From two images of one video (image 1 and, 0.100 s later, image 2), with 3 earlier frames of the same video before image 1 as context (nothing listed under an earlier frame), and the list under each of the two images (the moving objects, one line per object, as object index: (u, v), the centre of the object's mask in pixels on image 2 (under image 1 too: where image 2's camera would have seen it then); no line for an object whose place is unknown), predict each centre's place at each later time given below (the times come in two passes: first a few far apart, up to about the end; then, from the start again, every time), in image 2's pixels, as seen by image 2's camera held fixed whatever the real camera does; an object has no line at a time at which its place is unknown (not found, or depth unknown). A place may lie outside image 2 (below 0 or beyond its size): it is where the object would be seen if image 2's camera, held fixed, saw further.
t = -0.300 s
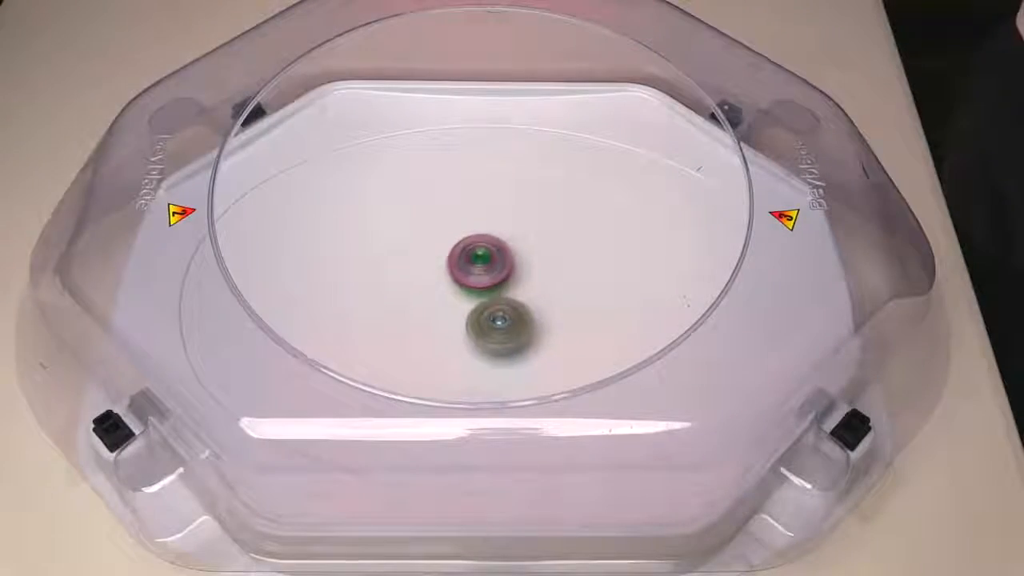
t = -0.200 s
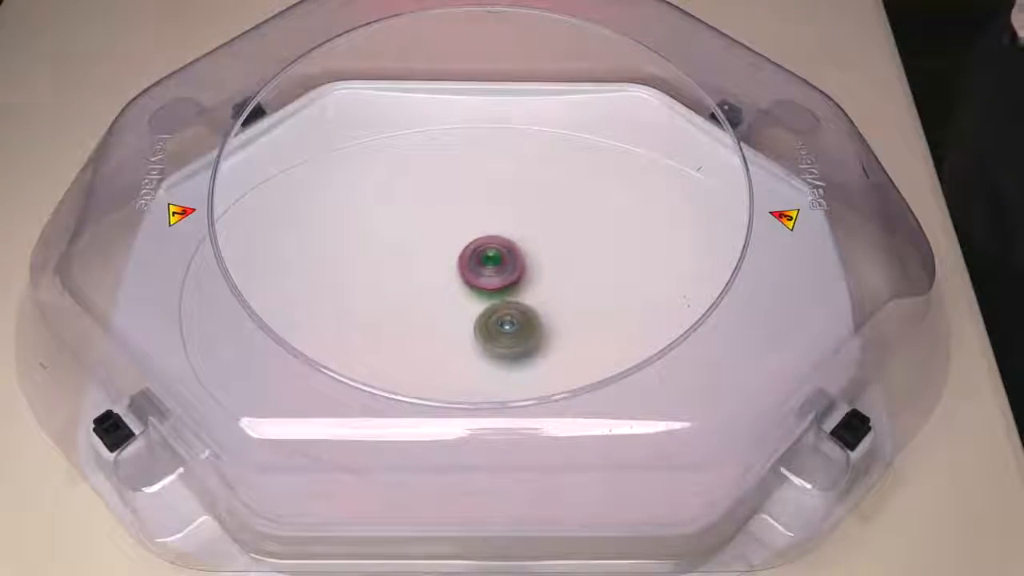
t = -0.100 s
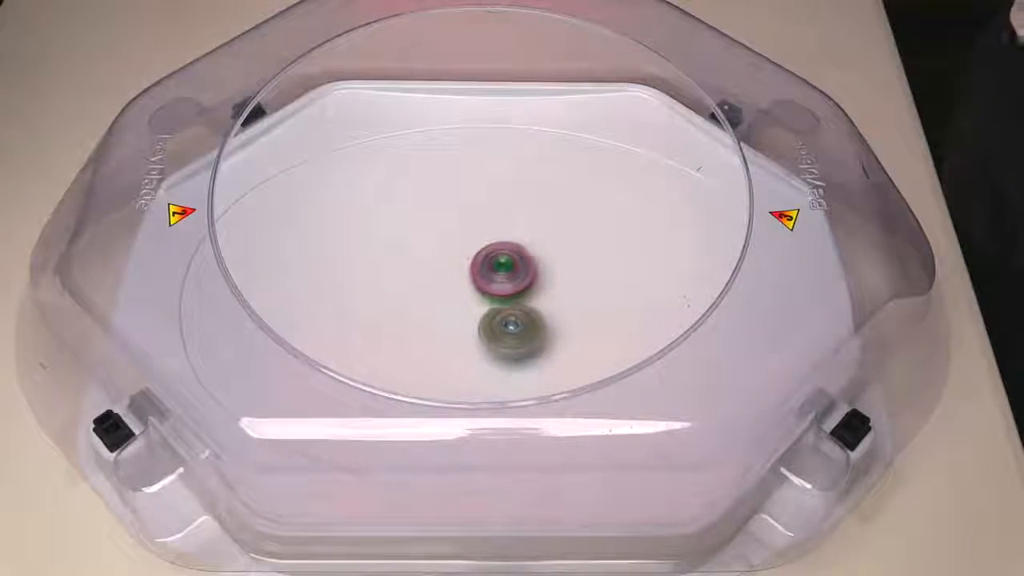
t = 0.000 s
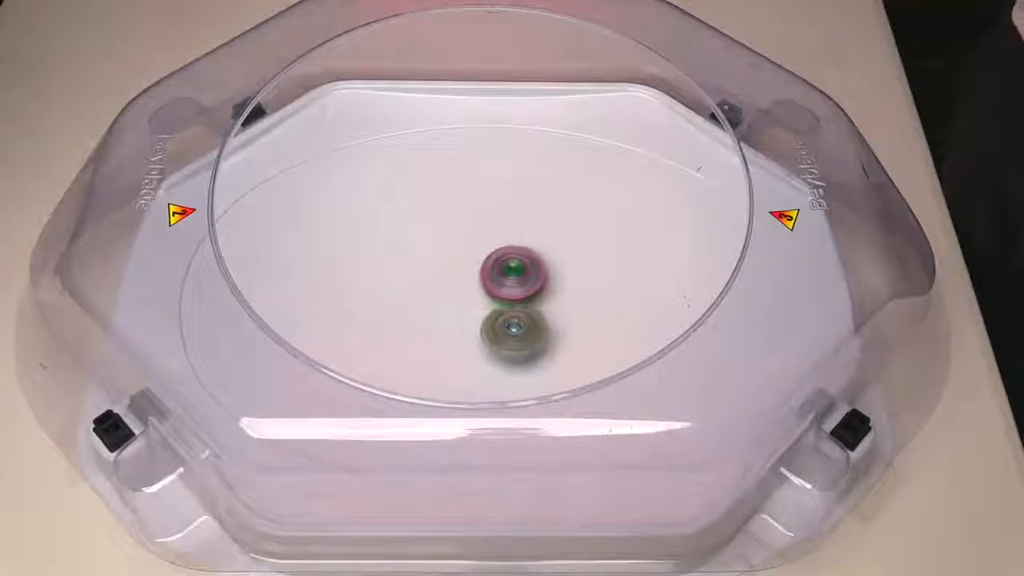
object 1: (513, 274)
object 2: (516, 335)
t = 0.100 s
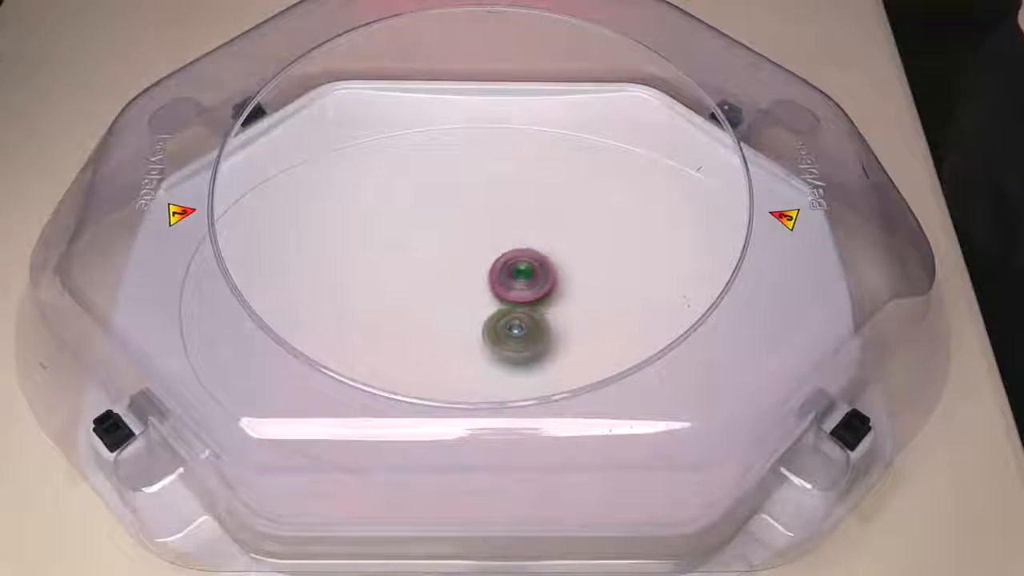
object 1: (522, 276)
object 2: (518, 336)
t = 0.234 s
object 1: (532, 278)
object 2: (516, 336)
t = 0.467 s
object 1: (543, 279)
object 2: (504, 333)
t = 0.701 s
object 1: (548, 286)
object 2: (482, 317)
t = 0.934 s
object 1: (549, 296)
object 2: (454, 291)
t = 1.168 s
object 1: (544, 305)
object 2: (433, 260)
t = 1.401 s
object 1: (531, 303)
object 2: (421, 237)
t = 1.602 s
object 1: (509, 296)
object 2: (422, 234)
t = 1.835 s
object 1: (472, 286)
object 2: (428, 243)
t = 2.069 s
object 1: (477, 314)
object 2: (425, 248)
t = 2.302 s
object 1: (491, 313)
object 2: (433, 272)
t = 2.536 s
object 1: (512, 308)
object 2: (437, 291)
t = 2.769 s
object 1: (517, 304)
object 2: (443, 312)
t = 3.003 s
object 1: (519, 299)
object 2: (455, 326)
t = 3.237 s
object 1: (527, 288)
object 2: (468, 328)
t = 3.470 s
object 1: (549, 269)
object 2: (454, 328)
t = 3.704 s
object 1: (555, 259)
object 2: (446, 313)
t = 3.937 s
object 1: (550, 263)
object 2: (443, 288)
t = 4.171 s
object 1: (535, 286)
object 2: (449, 266)
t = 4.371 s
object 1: (523, 309)
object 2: (461, 257)
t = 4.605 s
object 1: (516, 318)
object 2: (474, 261)
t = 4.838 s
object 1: (514, 321)
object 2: (493, 263)
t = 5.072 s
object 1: (513, 325)
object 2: (493, 252)
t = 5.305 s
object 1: (506, 316)
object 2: (494, 253)
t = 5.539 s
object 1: (492, 307)
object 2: (491, 249)
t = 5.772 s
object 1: (470, 305)
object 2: (490, 250)
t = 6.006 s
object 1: (450, 304)
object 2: (500, 259)
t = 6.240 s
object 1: (421, 299)
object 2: (528, 273)
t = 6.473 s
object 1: (400, 289)
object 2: (545, 296)
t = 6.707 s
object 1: (397, 274)
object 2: (542, 320)
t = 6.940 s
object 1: (413, 268)
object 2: (523, 324)
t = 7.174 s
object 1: (444, 270)
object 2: (503, 309)
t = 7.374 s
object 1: (456, 269)
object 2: (513, 307)
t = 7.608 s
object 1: (461, 265)
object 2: (544, 319)
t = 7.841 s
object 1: (480, 275)
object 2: (551, 323)
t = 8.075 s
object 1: (487, 284)
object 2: (554, 321)
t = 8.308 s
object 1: (478, 283)
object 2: (556, 317)
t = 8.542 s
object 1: (474, 280)
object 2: (548, 304)
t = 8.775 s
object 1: (472, 279)
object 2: (543, 284)
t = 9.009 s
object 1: (473, 277)
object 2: (546, 271)
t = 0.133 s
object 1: (525, 277)
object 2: (518, 336)
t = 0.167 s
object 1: (528, 277)
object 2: (518, 336)
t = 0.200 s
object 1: (530, 277)
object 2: (517, 336)
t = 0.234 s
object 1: (532, 278)
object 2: (516, 336)
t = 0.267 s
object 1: (534, 278)
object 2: (514, 336)
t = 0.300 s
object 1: (535, 278)
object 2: (514, 336)
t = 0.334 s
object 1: (537, 279)
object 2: (513, 335)
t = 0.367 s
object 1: (538, 280)
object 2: (512, 335)
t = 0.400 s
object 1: (540, 279)
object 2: (508, 334)
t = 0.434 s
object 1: (541, 278)
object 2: (506, 334)
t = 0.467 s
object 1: (543, 279)
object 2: (504, 333)
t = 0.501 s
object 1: (544, 279)
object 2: (502, 332)
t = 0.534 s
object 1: (544, 280)
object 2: (499, 330)
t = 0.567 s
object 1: (544, 282)
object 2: (496, 327)
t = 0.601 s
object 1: (544, 283)
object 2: (494, 325)
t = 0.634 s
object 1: (546, 284)
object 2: (491, 323)
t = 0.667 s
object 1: (547, 285)
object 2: (485, 320)
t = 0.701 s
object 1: (548, 286)
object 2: (482, 317)
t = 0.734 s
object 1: (549, 288)
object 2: (479, 315)
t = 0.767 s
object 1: (549, 289)
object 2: (475, 311)
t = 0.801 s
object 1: (550, 290)
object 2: (470, 308)
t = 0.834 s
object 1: (550, 292)
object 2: (466, 305)
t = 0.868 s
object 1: (550, 293)
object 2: (461, 299)
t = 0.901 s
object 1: (549, 295)
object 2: (457, 295)
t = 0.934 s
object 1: (549, 296)
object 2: (454, 291)
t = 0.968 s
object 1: (549, 298)
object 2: (449, 286)
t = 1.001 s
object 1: (548, 299)
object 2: (447, 282)
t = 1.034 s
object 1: (548, 300)
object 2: (444, 278)
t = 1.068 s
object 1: (546, 302)
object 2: (440, 273)
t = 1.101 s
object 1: (546, 303)
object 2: (438, 268)
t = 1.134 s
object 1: (545, 304)
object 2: (436, 265)
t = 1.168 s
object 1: (544, 305)
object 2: (433, 260)
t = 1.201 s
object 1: (543, 305)
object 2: (430, 256)
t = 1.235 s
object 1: (542, 305)
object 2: (428, 253)
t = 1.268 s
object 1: (540, 305)
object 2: (426, 249)
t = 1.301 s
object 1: (538, 305)
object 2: (424, 245)
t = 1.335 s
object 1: (536, 304)
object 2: (423, 242)
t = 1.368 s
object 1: (533, 304)
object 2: (422, 239)
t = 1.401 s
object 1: (531, 303)
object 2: (421, 237)
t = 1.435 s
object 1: (529, 302)
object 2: (421, 236)
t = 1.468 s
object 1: (525, 301)
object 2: (421, 234)
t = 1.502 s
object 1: (521, 299)
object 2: (421, 234)
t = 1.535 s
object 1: (518, 298)
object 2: (422, 234)
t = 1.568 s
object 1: (513, 297)
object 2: (421, 233)
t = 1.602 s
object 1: (509, 296)
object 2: (422, 234)
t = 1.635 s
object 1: (504, 294)
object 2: (421, 233)
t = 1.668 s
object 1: (498, 293)
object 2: (423, 235)
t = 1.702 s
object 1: (493, 291)
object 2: (423, 235)
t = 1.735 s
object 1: (488, 291)
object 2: (424, 237)
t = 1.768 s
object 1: (482, 289)
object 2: (426, 239)
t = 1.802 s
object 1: (477, 287)
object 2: (427, 241)
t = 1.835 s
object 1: (472, 286)
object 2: (428, 243)
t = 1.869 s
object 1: (471, 289)
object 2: (428, 242)
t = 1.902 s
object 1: (471, 294)
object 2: (426, 239)
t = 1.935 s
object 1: (471, 298)
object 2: (425, 240)
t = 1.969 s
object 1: (472, 304)
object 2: (425, 241)
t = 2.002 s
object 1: (474, 308)
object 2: (425, 243)
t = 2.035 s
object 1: (474, 311)
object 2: (424, 245)
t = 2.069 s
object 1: (477, 314)
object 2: (425, 248)
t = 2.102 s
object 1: (479, 315)
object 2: (426, 251)
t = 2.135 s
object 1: (482, 315)
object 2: (427, 255)
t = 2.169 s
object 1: (483, 315)
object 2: (427, 258)
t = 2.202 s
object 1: (485, 314)
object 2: (428, 261)
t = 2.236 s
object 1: (486, 314)
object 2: (430, 265)
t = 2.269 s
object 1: (489, 313)
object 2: (431, 268)
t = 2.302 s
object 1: (491, 313)
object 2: (433, 272)
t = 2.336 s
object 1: (493, 312)
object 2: (436, 277)
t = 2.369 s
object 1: (494, 312)
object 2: (436, 278)
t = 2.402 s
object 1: (498, 312)
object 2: (434, 279)
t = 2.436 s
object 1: (503, 312)
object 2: (434, 282)
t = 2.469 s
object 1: (507, 311)
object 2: (435, 285)
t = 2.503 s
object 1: (510, 309)
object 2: (435, 288)
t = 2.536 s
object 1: (512, 308)
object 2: (437, 291)
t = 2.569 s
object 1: (513, 307)
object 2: (437, 294)
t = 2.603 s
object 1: (514, 307)
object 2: (437, 296)
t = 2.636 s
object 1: (514, 305)
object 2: (438, 299)
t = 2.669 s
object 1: (515, 305)
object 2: (439, 303)
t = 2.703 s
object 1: (516, 305)
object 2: (440, 305)
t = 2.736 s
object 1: (517, 304)
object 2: (442, 310)
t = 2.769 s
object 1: (517, 304)
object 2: (443, 312)
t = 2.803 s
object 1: (517, 303)
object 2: (444, 314)
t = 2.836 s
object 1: (517, 302)
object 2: (445, 317)
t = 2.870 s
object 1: (518, 301)
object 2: (447, 319)
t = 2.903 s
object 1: (518, 300)
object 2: (449, 321)
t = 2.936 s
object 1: (518, 300)
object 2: (451, 323)
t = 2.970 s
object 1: (519, 299)
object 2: (453, 325)
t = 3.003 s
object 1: (519, 299)
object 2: (455, 326)
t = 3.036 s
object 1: (522, 297)
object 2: (456, 327)
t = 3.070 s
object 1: (524, 295)
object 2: (458, 328)
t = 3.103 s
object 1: (525, 294)
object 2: (459, 329)
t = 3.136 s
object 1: (526, 292)
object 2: (461, 330)
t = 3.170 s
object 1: (527, 291)
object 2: (463, 329)
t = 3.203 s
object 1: (527, 290)
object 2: (465, 329)
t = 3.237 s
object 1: (527, 288)
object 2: (468, 328)
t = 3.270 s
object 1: (527, 288)
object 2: (469, 328)
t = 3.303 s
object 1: (527, 286)
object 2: (472, 327)
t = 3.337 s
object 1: (527, 285)
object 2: (474, 325)
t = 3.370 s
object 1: (533, 282)
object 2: (466, 326)
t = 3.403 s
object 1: (540, 278)
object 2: (459, 328)
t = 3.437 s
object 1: (546, 272)
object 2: (456, 328)
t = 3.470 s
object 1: (549, 269)
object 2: (454, 328)
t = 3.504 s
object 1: (552, 265)
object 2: (453, 327)
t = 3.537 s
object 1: (554, 262)
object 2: (451, 325)
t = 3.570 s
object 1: (555, 260)
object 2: (450, 323)
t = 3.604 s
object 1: (555, 259)
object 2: (450, 321)
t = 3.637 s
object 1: (555, 258)
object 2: (448, 318)
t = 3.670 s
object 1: (555, 258)
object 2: (447, 315)
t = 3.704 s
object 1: (555, 259)
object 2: (446, 313)
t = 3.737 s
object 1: (555, 258)
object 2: (444, 309)
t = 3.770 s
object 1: (555, 259)
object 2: (444, 307)
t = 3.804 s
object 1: (555, 259)
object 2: (443, 303)
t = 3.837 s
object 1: (555, 260)
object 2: (443, 299)
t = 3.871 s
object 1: (553, 260)
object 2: (442, 295)
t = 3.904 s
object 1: (553, 261)
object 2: (442, 292)
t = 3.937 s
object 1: (550, 263)
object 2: (443, 288)
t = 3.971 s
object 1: (548, 265)
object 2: (443, 284)
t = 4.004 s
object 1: (545, 267)
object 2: (443, 282)
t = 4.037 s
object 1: (542, 272)
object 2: (444, 277)
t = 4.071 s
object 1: (541, 275)
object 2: (445, 274)
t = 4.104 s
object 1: (539, 279)
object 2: (447, 271)
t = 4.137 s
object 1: (537, 283)
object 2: (448, 268)
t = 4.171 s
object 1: (535, 286)
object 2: (449, 266)
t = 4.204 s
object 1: (533, 290)
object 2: (451, 263)
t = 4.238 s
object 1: (530, 295)
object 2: (453, 261)
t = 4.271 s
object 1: (528, 298)
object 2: (454, 259)
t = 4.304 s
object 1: (527, 302)
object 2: (456, 258)
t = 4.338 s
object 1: (525, 307)
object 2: (459, 257)
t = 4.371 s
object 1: (523, 309)
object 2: (461, 257)
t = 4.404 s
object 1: (522, 312)
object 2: (463, 257)
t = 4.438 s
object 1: (521, 315)
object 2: (465, 257)
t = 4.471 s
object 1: (520, 317)
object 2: (466, 257)
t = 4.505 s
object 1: (518, 317)
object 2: (468, 257)
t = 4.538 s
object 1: (517, 318)
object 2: (470, 259)
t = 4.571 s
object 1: (517, 318)
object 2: (472, 260)
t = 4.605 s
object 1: (516, 318)
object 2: (474, 261)
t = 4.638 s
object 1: (516, 318)
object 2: (478, 265)
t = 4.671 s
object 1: (516, 318)
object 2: (481, 269)
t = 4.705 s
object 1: (514, 317)
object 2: (483, 268)
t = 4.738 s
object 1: (515, 318)
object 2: (486, 268)
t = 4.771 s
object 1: (515, 318)
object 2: (488, 267)
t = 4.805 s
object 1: (515, 318)
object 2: (489, 268)
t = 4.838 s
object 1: (514, 321)
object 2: (493, 263)
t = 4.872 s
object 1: (513, 325)
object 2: (494, 257)
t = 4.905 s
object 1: (513, 328)
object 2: (495, 253)
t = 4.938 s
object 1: (514, 329)
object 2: (495, 251)
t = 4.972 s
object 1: (514, 329)
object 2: (494, 251)
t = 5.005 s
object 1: (514, 329)
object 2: (494, 251)
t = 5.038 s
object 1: (513, 327)
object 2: (493, 251)
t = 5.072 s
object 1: (513, 325)
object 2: (493, 252)
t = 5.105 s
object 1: (512, 324)
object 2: (493, 253)
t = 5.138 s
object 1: (512, 321)
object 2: (493, 253)
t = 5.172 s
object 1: (511, 319)
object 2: (493, 255)
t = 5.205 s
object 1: (510, 317)
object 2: (493, 257)
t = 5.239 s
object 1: (508, 313)
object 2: (493, 260)
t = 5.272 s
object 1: (507, 315)
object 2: (494, 256)
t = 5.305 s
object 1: (506, 316)
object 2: (494, 253)
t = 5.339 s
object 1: (505, 314)
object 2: (493, 252)
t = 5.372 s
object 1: (504, 312)
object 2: (493, 251)
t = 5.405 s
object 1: (503, 310)
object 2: (492, 251)
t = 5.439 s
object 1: (501, 307)
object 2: (491, 252)
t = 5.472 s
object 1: (498, 306)
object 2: (491, 251)
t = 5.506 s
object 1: (494, 307)
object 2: (491, 249)
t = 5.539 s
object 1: (492, 307)
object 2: (491, 249)
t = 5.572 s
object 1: (488, 306)
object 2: (490, 248)
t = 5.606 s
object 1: (485, 305)
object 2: (490, 249)
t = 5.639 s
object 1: (481, 304)
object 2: (490, 249)
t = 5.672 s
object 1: (478, 306)
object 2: (490, 249)
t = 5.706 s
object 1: (475, 306)
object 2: (490, 249)
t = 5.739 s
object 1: (472, 306)
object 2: (490, 249)
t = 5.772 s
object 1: (470, 305)
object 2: (490, 250)
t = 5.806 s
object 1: (466, 304)
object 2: (491, 252)
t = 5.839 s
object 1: (464, 303)
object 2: (492, 253)
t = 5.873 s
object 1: (460, 305)
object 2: (494, 253)
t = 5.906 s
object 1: (456, 306)
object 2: (496, 254)
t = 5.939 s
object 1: (454, 306)
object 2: (497, 255)
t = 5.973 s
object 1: (453, 305)
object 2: (498, 256)
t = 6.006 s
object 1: (450, 304)
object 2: (500, 259)
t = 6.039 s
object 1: (449, 303)
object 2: (501, 261)
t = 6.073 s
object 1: (447, 302)
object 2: (502, 263)
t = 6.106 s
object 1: (445, 300)
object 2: (503, 266)
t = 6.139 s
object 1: (445, 299)
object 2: (504, 269)
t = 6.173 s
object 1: (443, 298)
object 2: (505, 271)
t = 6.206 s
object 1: (429, 299)
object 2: (520, 272)
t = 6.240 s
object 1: (421, 299)
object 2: (528, 273)
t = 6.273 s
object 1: (416, 299)
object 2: (532, 275)
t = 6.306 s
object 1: (412, 298)
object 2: (536, 278)
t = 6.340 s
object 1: (409, 297)
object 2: (539, 281)
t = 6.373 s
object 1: (407, 295)
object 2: (540, 285)
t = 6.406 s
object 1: (403, 293)
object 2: (542, 289)
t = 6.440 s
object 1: (401, 290)
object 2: (544, 292)
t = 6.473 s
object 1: (400, 289)
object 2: (545, 296)
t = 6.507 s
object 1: (398, 286)
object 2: (546, 301)
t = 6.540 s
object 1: (397, 284)
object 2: (546, 304)
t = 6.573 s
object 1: (396, 283)
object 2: (546, 308)
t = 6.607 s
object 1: (396, 280)
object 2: (545, 312)
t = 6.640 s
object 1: (396, 278)
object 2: (545, 315)
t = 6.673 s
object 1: (396, 276)
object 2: (544, 317)
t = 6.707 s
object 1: (397, 274)
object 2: (542, 320)
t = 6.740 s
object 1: (398, 273)
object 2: (541, 322)
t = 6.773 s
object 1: (400, 271)
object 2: (538, 323)
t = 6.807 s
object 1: (402, 270)
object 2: (535, 325)
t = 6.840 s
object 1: (404, 269)
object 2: (532, 326)
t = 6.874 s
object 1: (407, 268)
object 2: (530, 325)
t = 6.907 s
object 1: (410, 268)
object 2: (526, 325)
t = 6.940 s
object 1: (413, 268)
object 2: (523, 324)
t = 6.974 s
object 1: (417, 267)
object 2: (519, 323)
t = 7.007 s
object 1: (422, 268)
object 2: (516, 320)
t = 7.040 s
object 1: (426, 268)
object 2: (513, 318)
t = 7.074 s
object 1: (430, 269)
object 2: (509, 316)
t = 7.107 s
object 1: (436, 270)
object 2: (507, 313)
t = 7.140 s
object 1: (442, 271)
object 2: (504, 310)
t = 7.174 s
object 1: (444, 270)
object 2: (503, 309)
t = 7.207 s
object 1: (444, 267)
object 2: (508, 311)
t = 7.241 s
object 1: (445, 266)
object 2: (509, 311)
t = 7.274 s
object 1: (448, 266)
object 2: (510, 311)
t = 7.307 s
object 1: (450, 268)
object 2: (510, 308)
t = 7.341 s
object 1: (453, 269)
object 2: (512, 307)
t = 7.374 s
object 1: (456, 269)
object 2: (513, 307)
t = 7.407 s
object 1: (455, 264)
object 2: (521, 312)
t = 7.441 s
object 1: (454, 263)
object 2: (527, 314)
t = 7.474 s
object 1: (454, 263)
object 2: (532, 315)
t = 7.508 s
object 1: (456, 263)
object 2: (536, 316)
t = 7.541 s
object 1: (457, 263)
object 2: (539, 317)
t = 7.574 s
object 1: (459, 264)
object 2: (541, 318)
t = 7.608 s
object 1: (461, 265)
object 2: (544, 319)
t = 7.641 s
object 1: (463, 266)
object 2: (546, 320)
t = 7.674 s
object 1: (465, 267)
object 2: (548, 321)
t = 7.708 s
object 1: (469, 268)
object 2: (550, 321)
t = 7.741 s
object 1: (471, 270)
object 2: (551, 322)
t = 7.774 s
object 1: (473, 271)
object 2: (551, 322)
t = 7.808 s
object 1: (477, 273)
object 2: (551, 322)
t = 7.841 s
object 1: (480, 275)
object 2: (551, 323)
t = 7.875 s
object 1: (482, 277)
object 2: (552, 323)
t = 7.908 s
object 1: (485, 279)
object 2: (551, 322)
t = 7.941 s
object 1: (487, 281)
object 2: (550, 321)
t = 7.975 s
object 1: (489, 283)
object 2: (551, 320)
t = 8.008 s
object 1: (489, 284)
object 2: (551, 320)
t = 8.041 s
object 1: (490, 285)
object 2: (552, 320)
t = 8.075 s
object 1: (487, 284)
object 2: (554, 321)
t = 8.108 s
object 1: (484, 284)
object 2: (556, 321)
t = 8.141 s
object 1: (483, 284)
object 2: (557, 320)
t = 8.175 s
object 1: (482, 284)
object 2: (558, 320)
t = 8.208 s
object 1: (481, 283)
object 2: (558, 319)
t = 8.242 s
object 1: (480, 283)
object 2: (557, 319)
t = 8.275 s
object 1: (480, 283)
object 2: (557, 318)
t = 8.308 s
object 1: (478, 283)
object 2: (556, 317)
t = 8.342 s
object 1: (478, 282)
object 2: (555, 316)
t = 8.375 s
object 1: (477, 282)
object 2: (554, 315)
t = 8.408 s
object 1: (476, 281)
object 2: (553, 313)
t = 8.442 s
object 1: (475, 281)
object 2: (552, 311)
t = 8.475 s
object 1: (474, 281)
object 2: (551, 308)
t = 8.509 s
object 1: (474, 281)
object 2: (550, 306)
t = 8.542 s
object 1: (474, 280)
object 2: (548, 304)
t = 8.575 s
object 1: (473, 280)
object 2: (547, 301)
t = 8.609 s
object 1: (473, 280)
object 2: (546, 298)
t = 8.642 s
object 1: (473, 280)
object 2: (545, 296)
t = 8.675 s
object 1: (473, 279)
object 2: (544, 293)
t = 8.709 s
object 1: (473, 280)
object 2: (543, 290)
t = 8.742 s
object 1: (473, 279)
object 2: (543, 289)
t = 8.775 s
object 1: (472, 279)
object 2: (543, 284)
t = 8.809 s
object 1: (472, 278)
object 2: (543, 283)
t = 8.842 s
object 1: (472, 278)
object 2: (543, 280)
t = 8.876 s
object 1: (472, 278)
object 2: (543, 277)
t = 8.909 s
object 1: (472, 277)
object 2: (544, 275)
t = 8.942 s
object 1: (472, 277)
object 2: (544, 275)
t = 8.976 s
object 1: (473, 277)
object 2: (545, 272)
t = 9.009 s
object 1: (473, 277)
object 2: (546, 271)
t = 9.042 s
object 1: (473, 277)
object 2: (546, 270)
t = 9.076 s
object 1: (473, 277)
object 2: (547, 269)
